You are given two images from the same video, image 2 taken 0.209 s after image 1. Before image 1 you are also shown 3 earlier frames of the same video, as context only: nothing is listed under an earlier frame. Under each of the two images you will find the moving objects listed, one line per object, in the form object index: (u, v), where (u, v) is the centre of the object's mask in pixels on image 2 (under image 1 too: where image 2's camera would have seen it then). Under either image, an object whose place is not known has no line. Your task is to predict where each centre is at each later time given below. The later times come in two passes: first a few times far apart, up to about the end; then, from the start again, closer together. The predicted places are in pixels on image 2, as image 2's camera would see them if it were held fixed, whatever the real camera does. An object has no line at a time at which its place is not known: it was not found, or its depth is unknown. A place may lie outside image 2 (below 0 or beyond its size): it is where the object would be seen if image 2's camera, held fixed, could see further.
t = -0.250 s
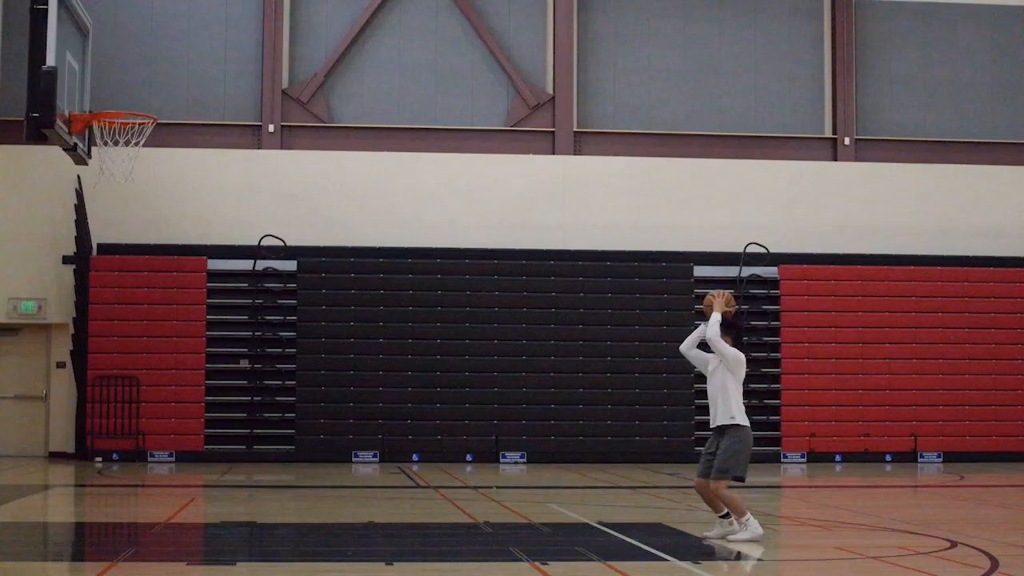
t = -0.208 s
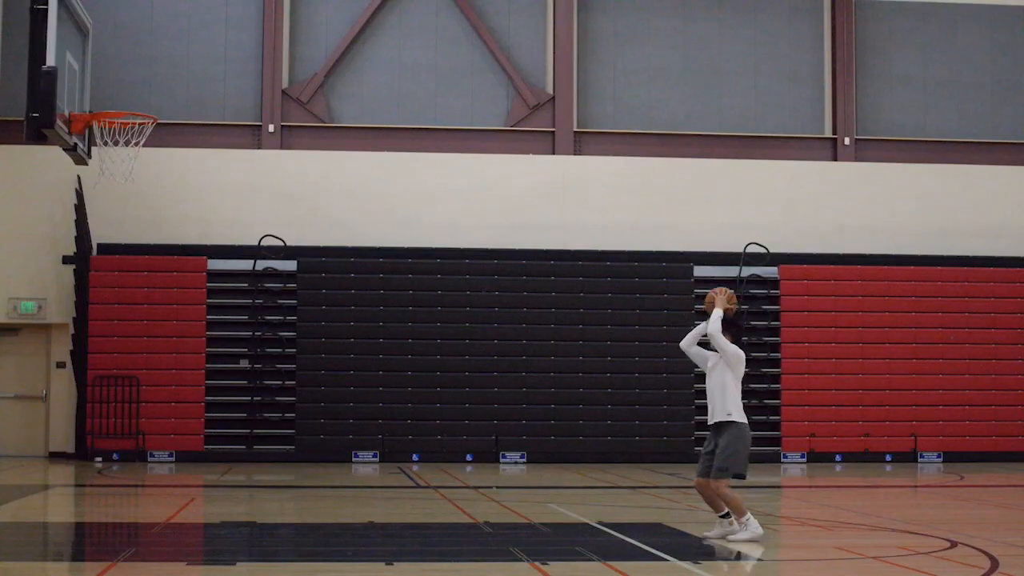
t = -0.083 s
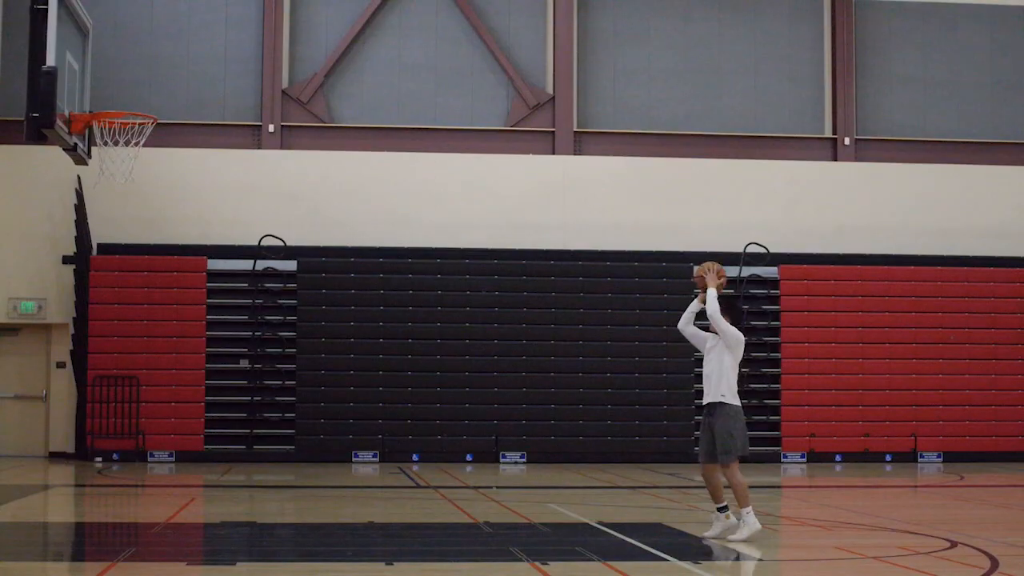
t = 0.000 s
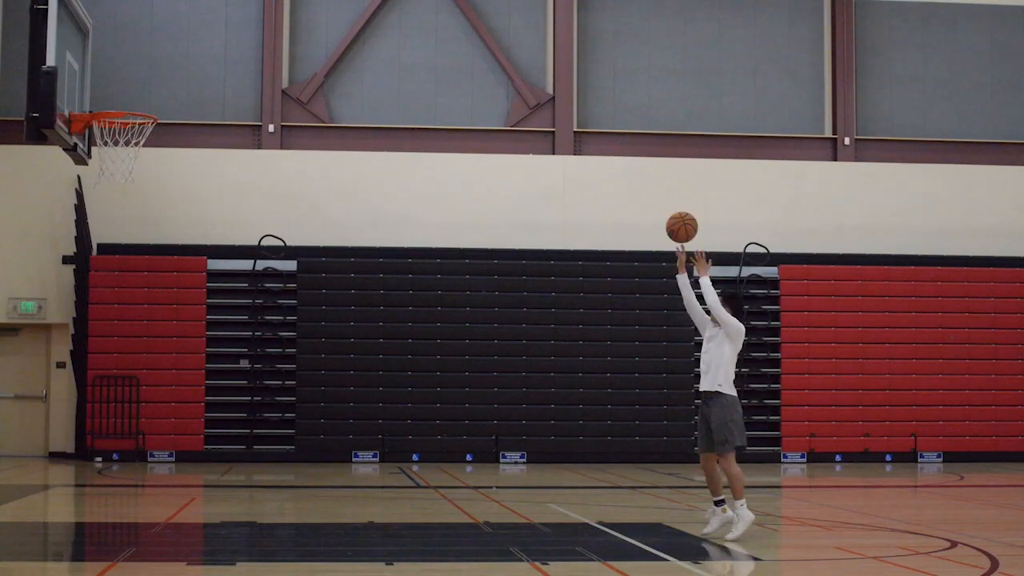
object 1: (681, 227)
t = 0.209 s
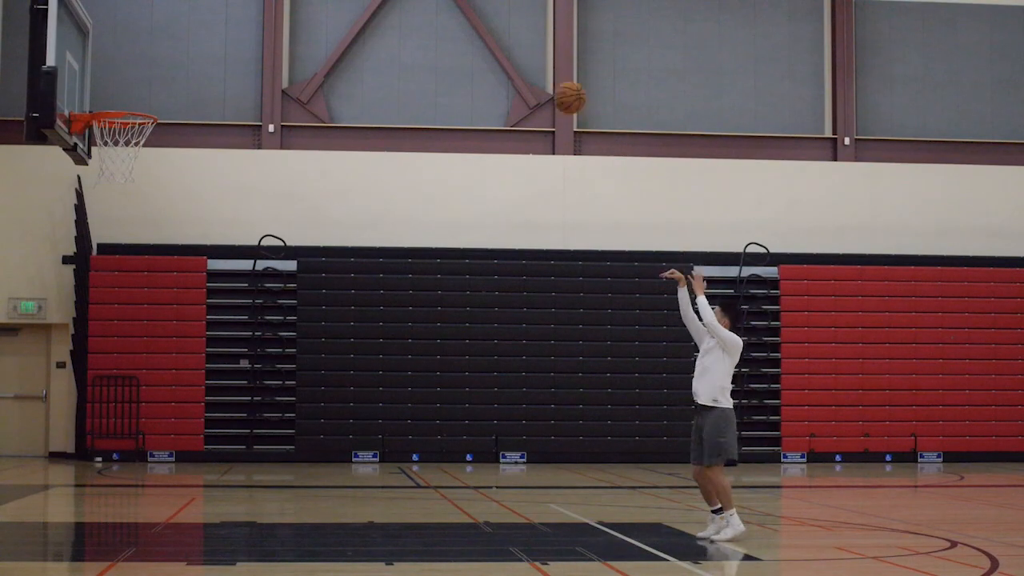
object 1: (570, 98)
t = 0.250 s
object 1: (548, 79)
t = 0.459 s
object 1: (435, 15)
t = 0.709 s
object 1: (300, 13)
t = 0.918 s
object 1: (183, 73)
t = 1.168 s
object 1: (72, 179)
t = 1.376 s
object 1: (20, 280)
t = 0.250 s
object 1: (548, 79)
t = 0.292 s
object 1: (525, 61)
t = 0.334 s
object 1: (502, 46)
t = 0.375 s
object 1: (480, 34)
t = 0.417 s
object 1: (458, 23)
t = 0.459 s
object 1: (435, 15)
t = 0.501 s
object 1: (413, 11)
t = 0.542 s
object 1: (390, 9)
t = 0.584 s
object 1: (367, 8)
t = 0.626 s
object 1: (345, 9)
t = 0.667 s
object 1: (322, 10)
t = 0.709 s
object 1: (300, 13)
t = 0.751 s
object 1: (277, 19)
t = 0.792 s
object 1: (254, 29)
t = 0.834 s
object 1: (230, 42)
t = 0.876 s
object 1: (207, 56)
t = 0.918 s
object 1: (183, 73)
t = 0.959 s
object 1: (160, 91)
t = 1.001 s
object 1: (138, 112)
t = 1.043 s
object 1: (113, 134)
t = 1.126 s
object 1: (82, 167)
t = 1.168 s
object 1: (72, 179)
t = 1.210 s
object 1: (62, 195)
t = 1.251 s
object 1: (52, 212)
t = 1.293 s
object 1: (42, 232)
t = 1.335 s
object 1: (31, 255)
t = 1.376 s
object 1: (20, 280)
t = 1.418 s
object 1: (12, 307)
